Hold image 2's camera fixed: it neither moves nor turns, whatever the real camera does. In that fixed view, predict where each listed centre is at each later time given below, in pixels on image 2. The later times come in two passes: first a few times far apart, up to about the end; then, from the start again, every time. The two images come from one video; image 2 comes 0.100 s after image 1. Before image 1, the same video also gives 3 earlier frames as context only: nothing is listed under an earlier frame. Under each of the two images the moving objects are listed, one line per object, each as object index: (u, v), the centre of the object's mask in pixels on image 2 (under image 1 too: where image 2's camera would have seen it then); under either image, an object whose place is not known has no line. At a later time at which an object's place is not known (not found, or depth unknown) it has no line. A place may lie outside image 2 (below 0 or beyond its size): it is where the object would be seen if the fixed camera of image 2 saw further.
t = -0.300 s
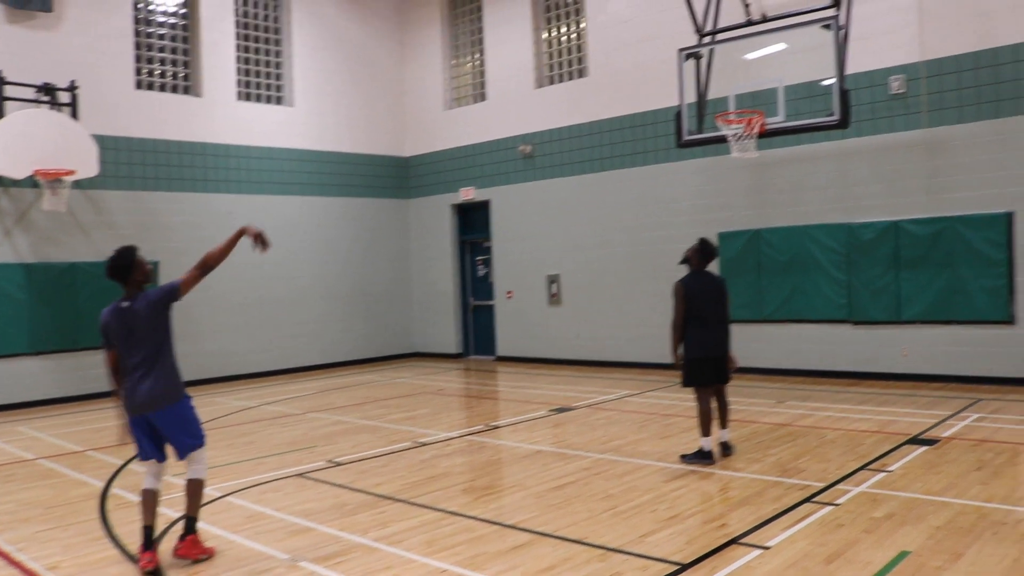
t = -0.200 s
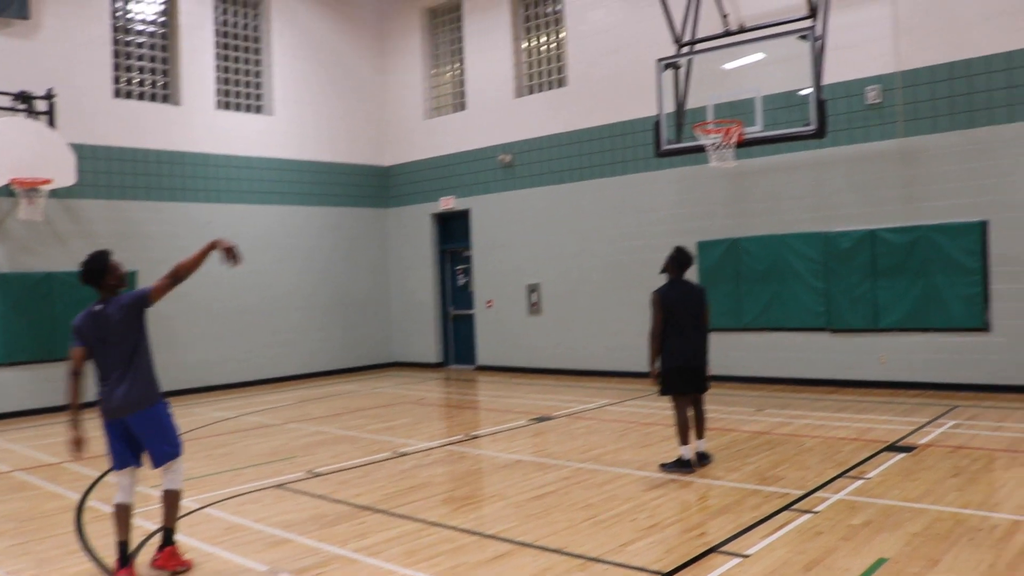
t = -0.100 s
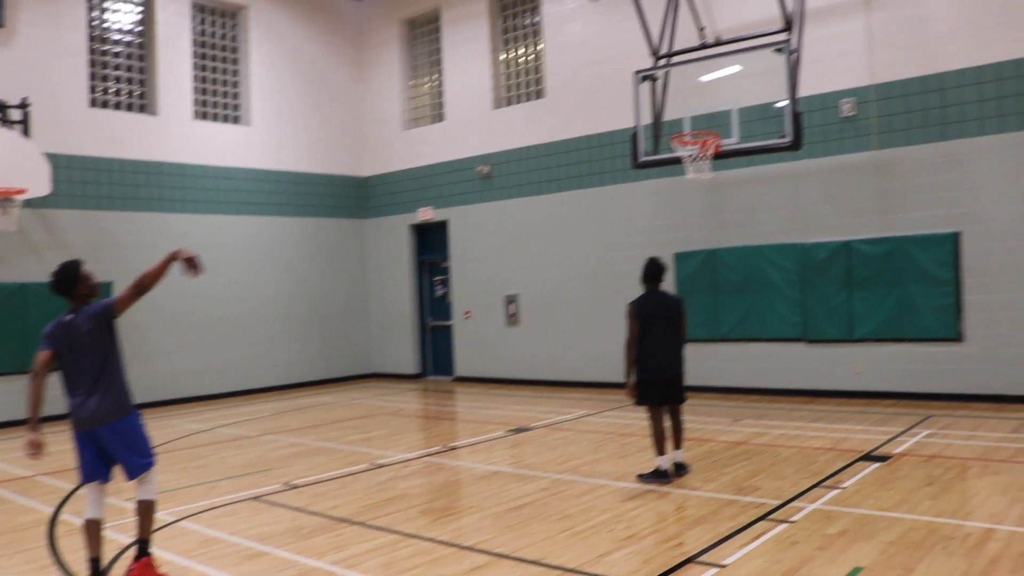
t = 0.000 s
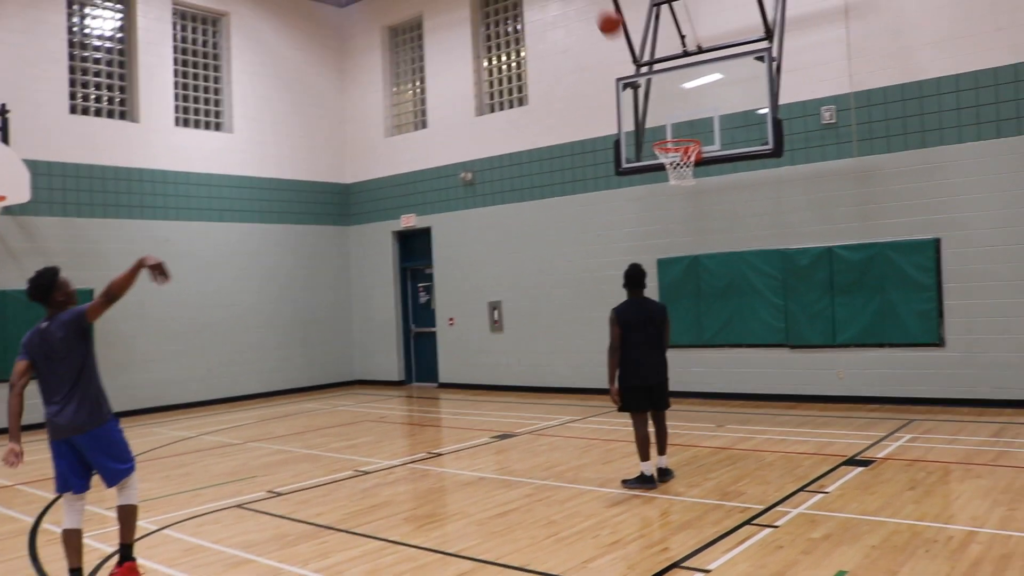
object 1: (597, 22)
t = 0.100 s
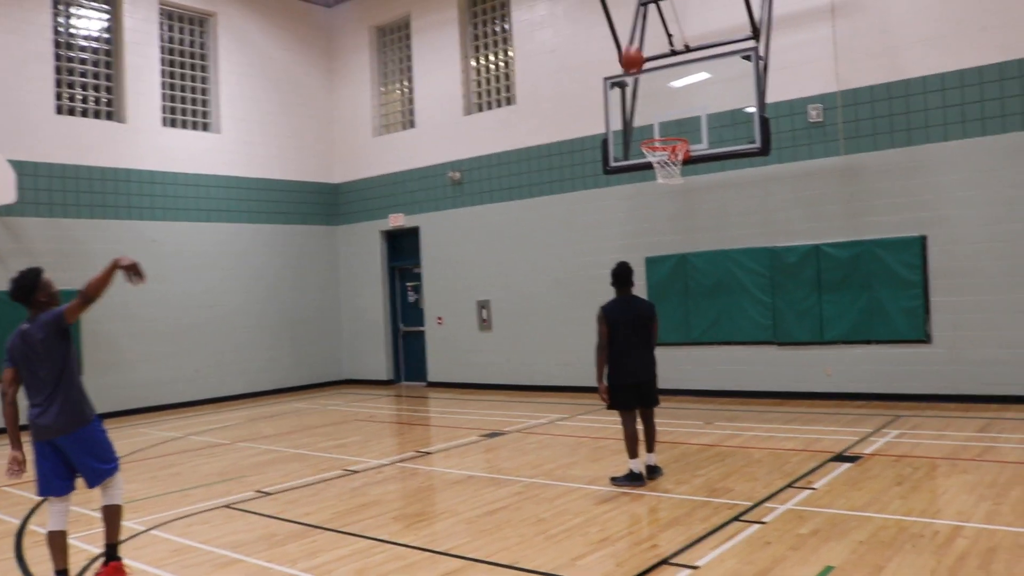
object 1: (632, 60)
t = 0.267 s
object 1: (679, 130)
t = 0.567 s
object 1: (660, 49)
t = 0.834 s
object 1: (643, 47)
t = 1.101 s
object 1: (627, 113)
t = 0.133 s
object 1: (642, 74)
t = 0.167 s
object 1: (652, 89)
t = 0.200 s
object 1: (662, 103)
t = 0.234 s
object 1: (672, 120)
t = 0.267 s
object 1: (679, 130)
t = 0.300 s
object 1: (678, 119)
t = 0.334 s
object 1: (677, 104)
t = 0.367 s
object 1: (675, 93)
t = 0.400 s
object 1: (672, 82)
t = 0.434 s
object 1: (670, 73)
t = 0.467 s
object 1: (668, 66)
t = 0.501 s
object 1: (665, 59)
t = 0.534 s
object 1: (662, 54)
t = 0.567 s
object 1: (660, 49)
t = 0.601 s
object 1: (657, 45)
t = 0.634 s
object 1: (655, 42)
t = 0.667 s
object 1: (653, 41)
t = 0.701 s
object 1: (651, 40)
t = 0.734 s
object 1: (649, 41)
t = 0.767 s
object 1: (647, 42)
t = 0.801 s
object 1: (645, 44)
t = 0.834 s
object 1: (643, 47)
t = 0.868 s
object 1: (641, 52)
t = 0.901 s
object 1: (639, 57)
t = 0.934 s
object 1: (637, 64)
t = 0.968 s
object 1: (635, 71)
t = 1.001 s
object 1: (633, 80)
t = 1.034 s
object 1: (631, 89)
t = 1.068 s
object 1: (629, 100)
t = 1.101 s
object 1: (627, 113)
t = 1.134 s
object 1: (626, 126)
